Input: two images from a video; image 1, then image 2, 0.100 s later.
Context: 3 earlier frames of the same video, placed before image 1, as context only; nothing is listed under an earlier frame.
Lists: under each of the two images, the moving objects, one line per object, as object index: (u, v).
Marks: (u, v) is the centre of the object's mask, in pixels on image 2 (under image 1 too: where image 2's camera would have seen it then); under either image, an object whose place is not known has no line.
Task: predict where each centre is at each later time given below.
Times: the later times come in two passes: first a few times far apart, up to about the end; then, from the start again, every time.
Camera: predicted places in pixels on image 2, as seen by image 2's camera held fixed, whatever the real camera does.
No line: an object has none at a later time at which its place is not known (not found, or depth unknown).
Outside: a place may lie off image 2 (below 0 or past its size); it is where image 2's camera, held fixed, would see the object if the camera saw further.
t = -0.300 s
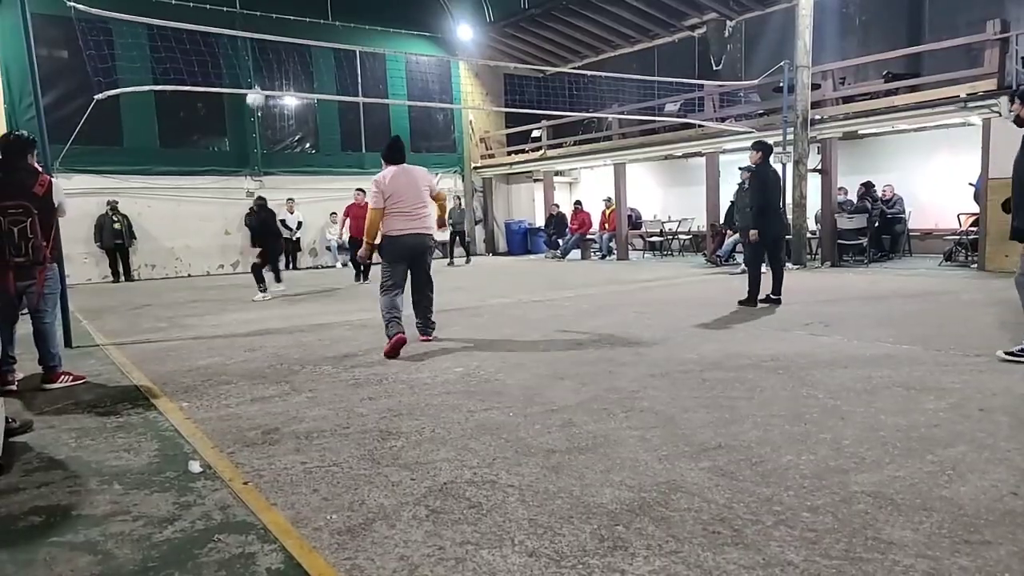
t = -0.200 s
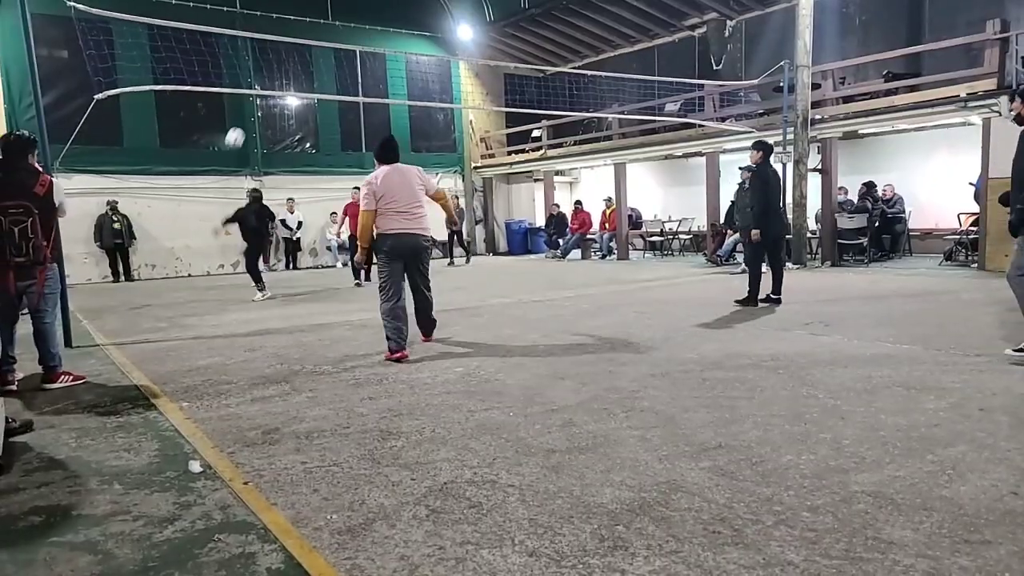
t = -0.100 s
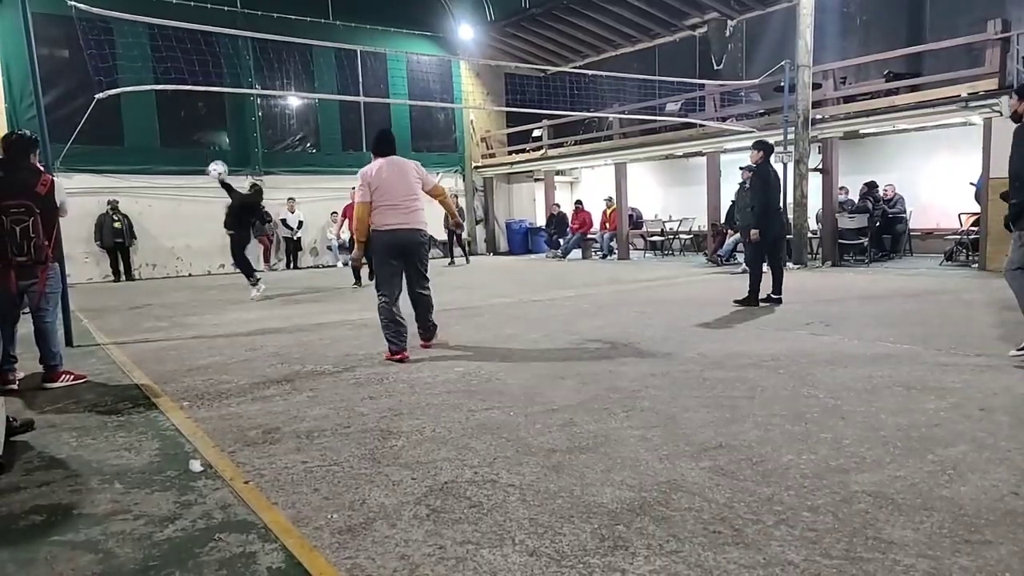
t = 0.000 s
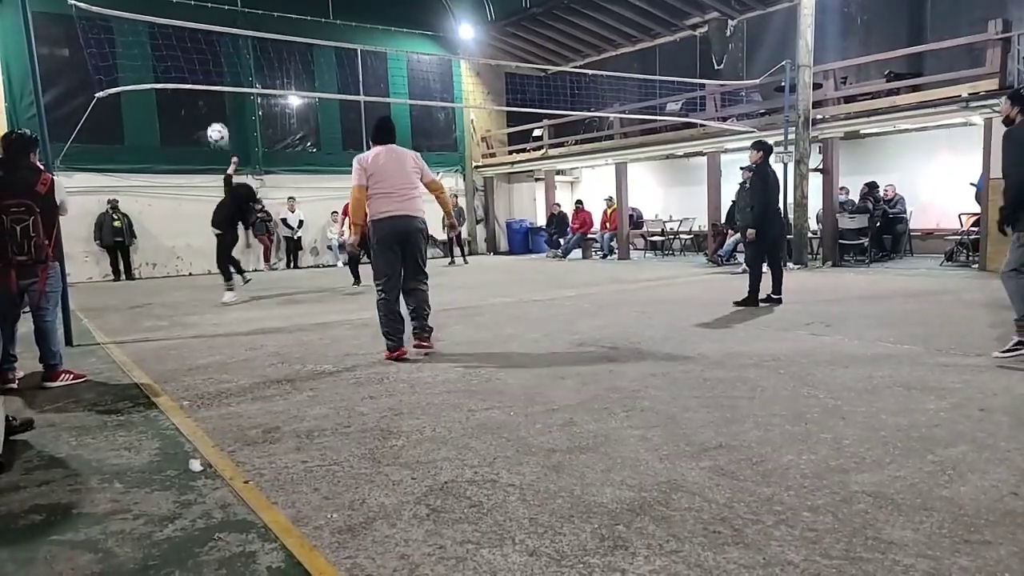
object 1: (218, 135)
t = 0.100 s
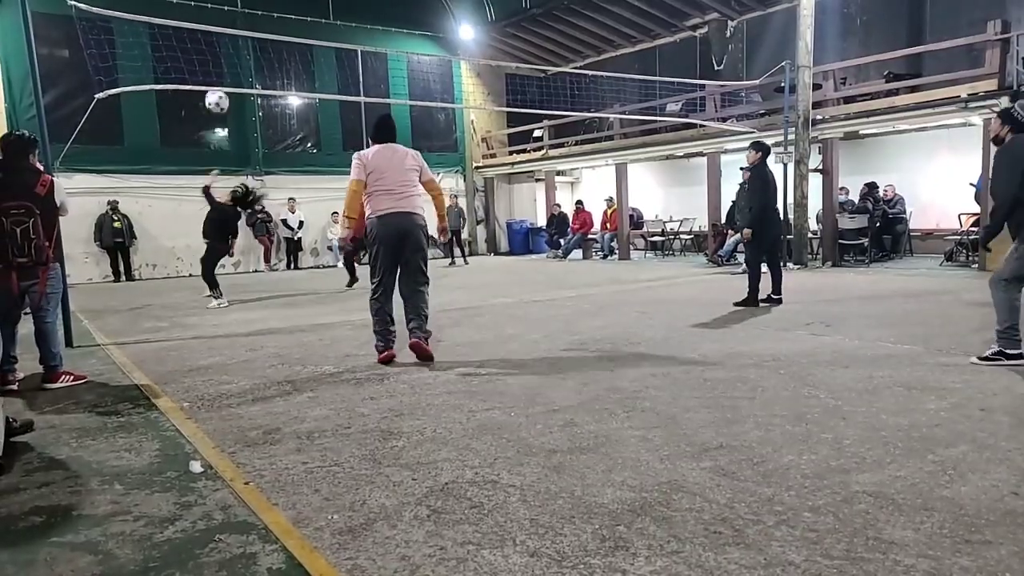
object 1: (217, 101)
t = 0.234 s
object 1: (219, 60)
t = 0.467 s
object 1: (208, 60)
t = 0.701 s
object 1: (202, 114)
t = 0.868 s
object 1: (195, 171)
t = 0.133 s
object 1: (216, 91)
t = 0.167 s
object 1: (216, 78)
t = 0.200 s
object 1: (217, 72)
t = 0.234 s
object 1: (219, 60)
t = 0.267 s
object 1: (220, 51)
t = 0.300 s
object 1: (218, 49)
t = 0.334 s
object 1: (216, 49)
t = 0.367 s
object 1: (214, 50)
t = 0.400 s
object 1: (212, 52)
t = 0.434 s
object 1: (210, 56)
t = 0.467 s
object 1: (208, 60)
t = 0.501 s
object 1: (207, 66)
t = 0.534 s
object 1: (206, 72)
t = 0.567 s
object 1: (205, 77)
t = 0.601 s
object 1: (204, 87)
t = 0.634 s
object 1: (204, 97)
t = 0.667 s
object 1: (203, 105)
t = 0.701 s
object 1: (202, 114)
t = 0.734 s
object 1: (201, 124)
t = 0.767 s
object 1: (199, 135)
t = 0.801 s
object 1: (198, 148)
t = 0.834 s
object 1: (196, 159)
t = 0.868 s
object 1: (195, 171)
